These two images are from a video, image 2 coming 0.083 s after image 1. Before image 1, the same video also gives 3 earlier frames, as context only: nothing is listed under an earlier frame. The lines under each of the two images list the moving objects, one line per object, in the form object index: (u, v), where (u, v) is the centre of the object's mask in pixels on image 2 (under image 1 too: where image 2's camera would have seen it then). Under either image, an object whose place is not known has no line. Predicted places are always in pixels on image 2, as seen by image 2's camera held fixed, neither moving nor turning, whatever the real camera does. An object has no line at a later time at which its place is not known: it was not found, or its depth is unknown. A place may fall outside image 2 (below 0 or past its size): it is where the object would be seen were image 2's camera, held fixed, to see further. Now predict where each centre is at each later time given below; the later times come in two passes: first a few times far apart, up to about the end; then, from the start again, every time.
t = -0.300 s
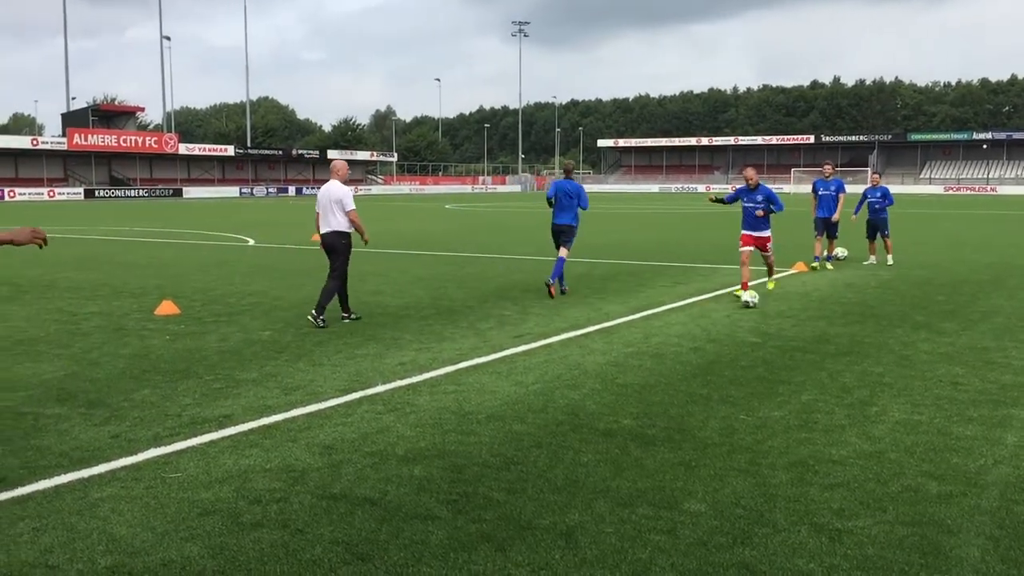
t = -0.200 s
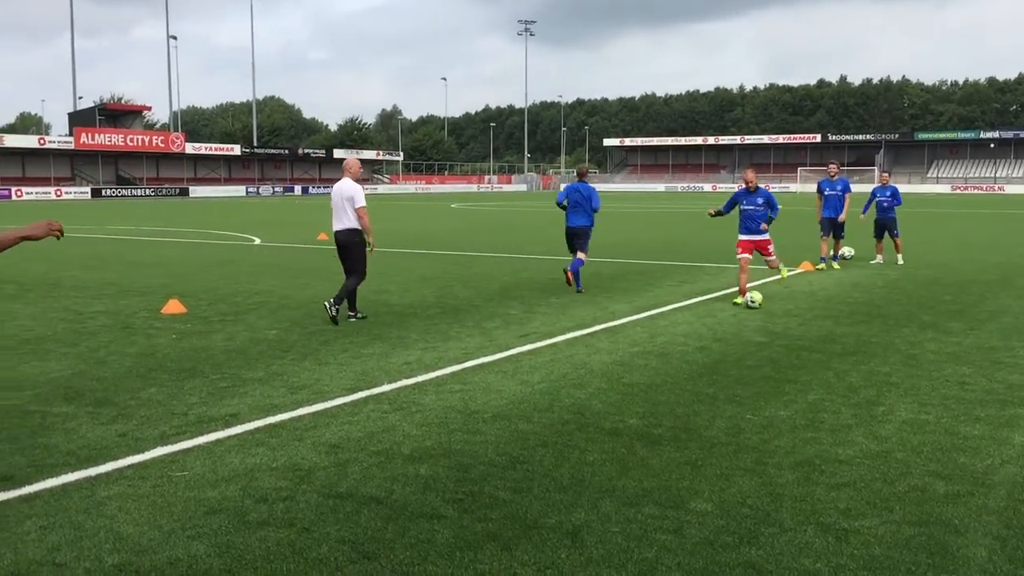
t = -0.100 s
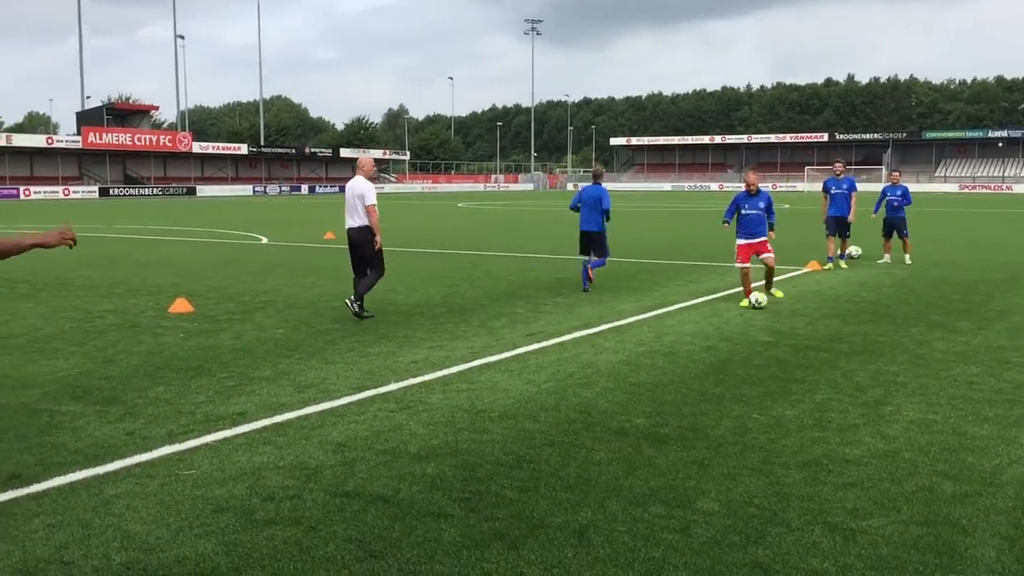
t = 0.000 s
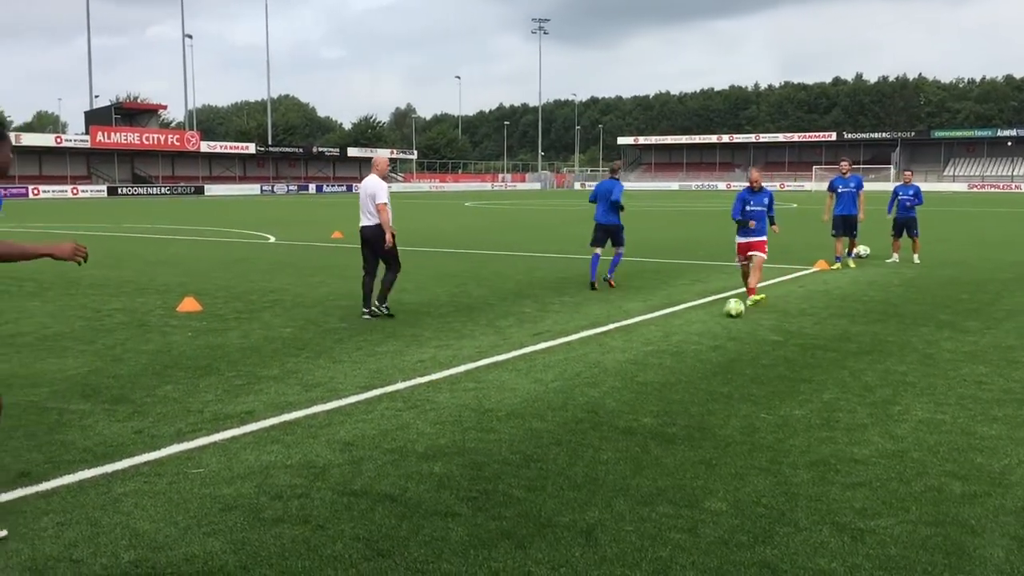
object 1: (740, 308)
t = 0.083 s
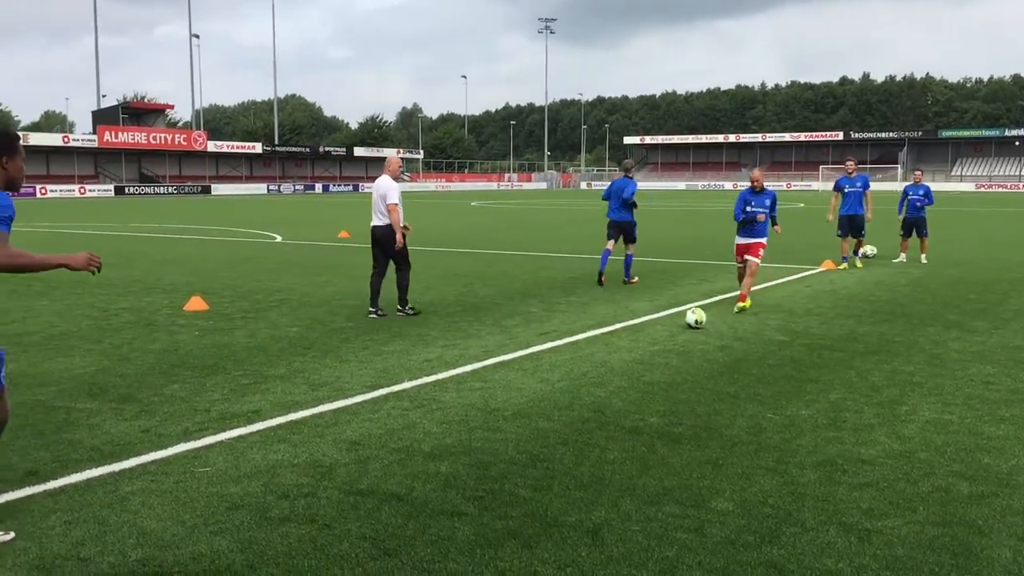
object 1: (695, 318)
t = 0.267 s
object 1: (573, 346)
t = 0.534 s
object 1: (313, 405)
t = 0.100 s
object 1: (685, 320)
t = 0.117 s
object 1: (675, 322)
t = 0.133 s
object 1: (665, 326)
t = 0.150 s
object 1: (655, 328)
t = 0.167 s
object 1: (643, 330)
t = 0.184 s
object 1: (633, 333)
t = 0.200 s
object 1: (622, 335)
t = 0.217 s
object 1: (610, 338)
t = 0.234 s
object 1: (597, 341)
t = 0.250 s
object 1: (586, 344)
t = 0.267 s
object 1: (573, 346)
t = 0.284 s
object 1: (559, 349)
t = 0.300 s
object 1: (546, 353)
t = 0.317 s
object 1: (533, 356)
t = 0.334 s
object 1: (519, 359)
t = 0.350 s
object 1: (504, 362)
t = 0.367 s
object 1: (490, 366)
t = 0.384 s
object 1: (474, 369)
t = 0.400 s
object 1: (458, 373)
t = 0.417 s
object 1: (442, 376)
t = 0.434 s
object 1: (425, 380)
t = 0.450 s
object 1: (407, 383)
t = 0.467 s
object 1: (390, 387)
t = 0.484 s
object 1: (371, 391)
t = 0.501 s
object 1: (352, 395)
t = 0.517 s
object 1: (333, 401)
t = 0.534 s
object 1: (313, 405)
